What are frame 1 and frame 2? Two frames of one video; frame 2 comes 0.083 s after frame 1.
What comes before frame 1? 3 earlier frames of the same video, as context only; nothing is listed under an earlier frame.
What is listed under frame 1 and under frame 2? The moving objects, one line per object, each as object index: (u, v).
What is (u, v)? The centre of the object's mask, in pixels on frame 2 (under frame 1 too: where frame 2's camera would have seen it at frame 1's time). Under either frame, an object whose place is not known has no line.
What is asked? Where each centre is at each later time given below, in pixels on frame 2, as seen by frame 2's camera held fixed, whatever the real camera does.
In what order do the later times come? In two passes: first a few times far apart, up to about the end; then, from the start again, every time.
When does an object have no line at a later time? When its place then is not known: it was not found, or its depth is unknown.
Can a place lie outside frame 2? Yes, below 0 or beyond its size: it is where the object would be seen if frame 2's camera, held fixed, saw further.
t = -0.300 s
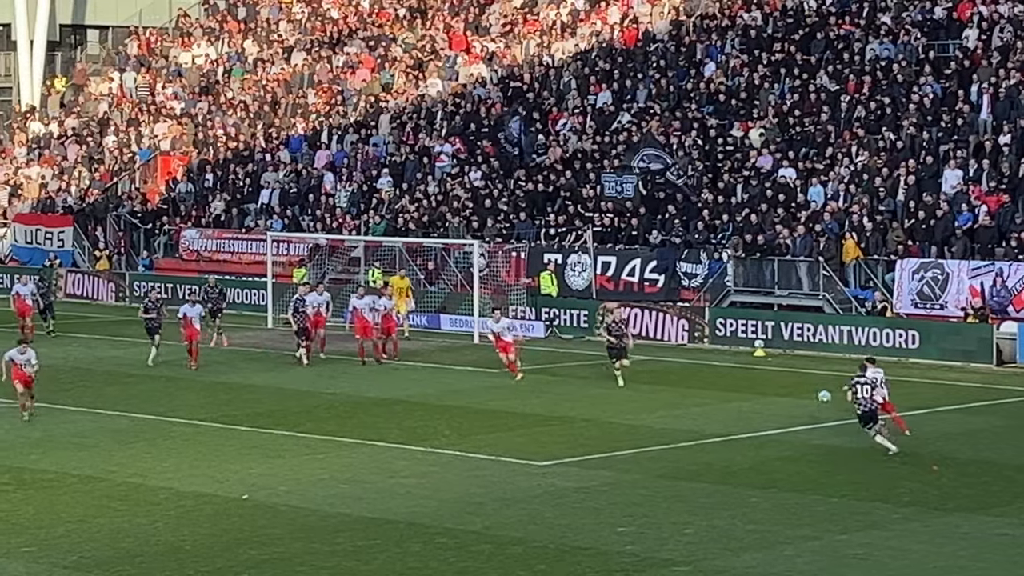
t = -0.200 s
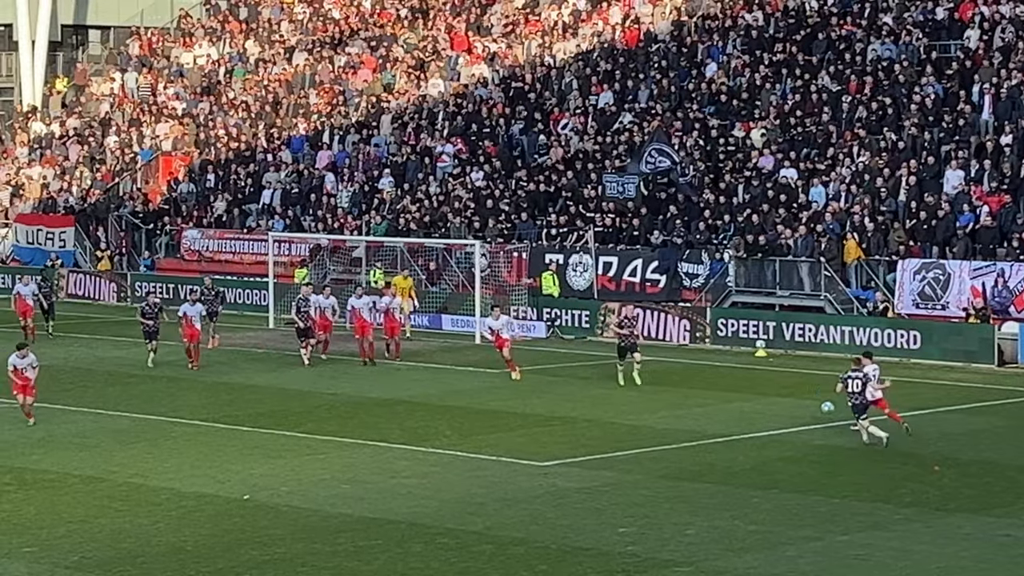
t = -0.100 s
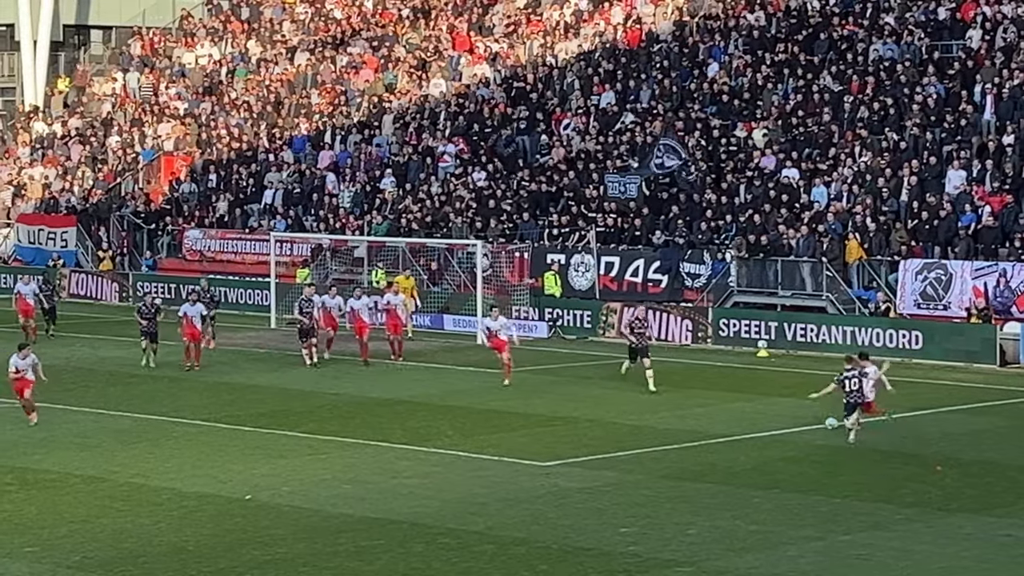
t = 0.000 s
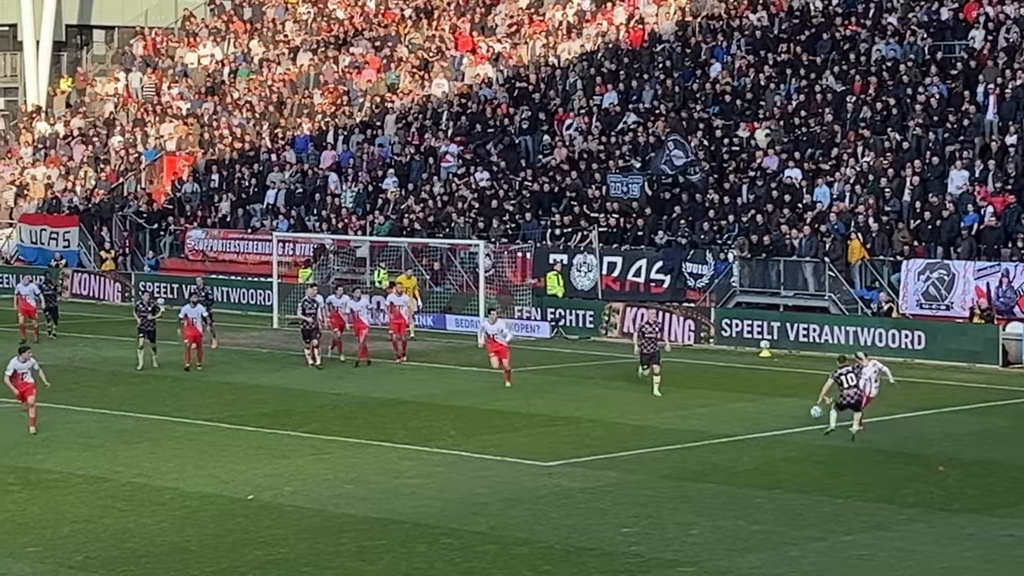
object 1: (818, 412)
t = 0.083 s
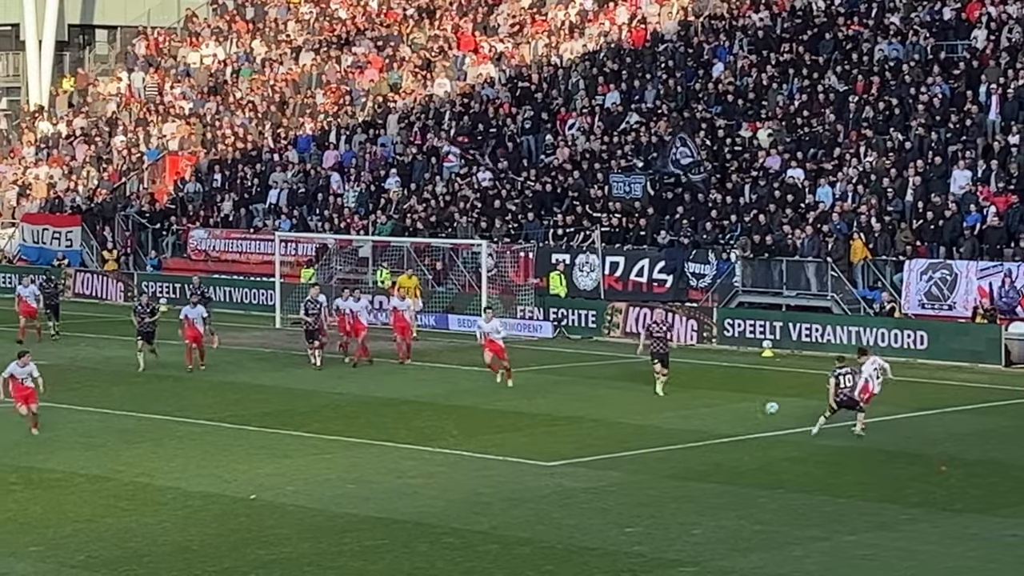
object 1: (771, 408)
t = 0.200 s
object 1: (706, 411)
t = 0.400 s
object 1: (596, 437)
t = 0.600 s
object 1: (495, 452)
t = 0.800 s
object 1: (403, 458)
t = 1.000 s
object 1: (311, 493)
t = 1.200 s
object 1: (224, 489)
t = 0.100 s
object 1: (762, 408)
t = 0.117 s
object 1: (752, 408)
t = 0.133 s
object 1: (743, 408)
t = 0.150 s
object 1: (734, 409)
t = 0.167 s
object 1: (725, 409)
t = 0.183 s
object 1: (716, 410)
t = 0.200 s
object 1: (706, 411)
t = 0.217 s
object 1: (697, 411)
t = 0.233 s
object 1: (688, 413)
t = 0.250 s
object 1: (678, 415)
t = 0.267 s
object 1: (669, 416)
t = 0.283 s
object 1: (660, 418)
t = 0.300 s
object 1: (650, 420)
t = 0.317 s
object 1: (641, 423)
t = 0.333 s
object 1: (632, 425)
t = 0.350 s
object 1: (623, 428)
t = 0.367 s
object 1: (614, 431)
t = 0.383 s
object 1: (605, 435)
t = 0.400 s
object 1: (596, 437)
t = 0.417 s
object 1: (586, 441)
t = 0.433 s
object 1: (577, 445)
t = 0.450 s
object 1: (568, 449)
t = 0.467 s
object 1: (558, 454)
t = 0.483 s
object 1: (549, 458)
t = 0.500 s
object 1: (541, 460)
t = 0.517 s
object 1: (533, 458)
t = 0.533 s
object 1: (525, 457)
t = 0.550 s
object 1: (518, 455)
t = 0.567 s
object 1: (510, 454)
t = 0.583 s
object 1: (503, 453)
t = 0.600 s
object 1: (495, 452)
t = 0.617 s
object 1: (487, 451)
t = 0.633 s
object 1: (480, 451)
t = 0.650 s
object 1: (473, 450)
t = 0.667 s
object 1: (464, 450)
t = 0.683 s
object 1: (457, 450)
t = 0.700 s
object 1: (450, 451)
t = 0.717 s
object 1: (441, 452)
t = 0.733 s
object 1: (434, 452)
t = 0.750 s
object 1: (426, 453)
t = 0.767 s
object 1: (419, 455)
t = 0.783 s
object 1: (411, 456)
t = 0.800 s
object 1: (403, 458)
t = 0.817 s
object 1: (395, 460)
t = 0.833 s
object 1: (388, 462)
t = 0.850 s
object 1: (380, 465)
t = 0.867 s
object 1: (372, 466)
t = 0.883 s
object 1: (365, 470)
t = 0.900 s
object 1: (357, 473)
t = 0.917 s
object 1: (349, 476)
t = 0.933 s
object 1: (341, 479)
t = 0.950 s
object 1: (334, 482)
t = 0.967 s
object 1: (326, 487)
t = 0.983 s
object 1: (318, 491)
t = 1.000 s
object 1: (311, 493)
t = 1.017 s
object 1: (303, 492)
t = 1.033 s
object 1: (296, 491)
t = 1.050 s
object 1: (290, 490)
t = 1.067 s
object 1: (283, 488)
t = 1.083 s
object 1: (275, 488)
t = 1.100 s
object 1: (268, 487)
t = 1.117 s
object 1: (260, 487)
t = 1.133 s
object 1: (253, 488)
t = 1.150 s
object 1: (246, 488)
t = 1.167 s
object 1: (239, 488)
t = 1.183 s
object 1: (231, 487)
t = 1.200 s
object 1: (224, 489)
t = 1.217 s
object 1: (217, 490)
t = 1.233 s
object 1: (209, 491)
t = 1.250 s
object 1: (202, 492)
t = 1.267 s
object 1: (194, 494)
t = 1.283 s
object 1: (187, 497)
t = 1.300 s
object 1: (180, 499)
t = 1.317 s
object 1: (173, 501)
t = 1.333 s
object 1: (165, 503)
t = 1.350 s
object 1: (157, 507)
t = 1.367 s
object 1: (150, 509)
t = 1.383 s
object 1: (142, 512)
